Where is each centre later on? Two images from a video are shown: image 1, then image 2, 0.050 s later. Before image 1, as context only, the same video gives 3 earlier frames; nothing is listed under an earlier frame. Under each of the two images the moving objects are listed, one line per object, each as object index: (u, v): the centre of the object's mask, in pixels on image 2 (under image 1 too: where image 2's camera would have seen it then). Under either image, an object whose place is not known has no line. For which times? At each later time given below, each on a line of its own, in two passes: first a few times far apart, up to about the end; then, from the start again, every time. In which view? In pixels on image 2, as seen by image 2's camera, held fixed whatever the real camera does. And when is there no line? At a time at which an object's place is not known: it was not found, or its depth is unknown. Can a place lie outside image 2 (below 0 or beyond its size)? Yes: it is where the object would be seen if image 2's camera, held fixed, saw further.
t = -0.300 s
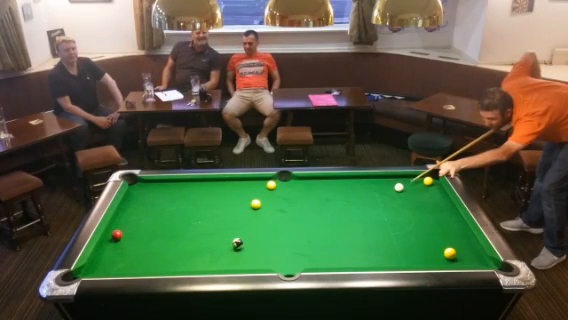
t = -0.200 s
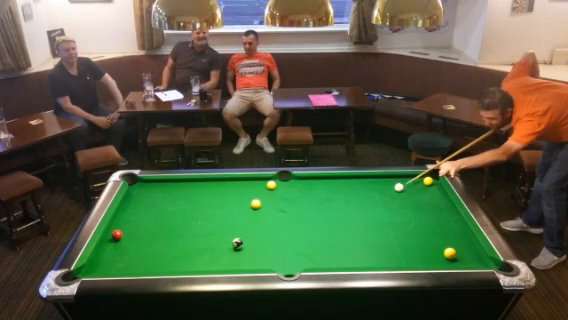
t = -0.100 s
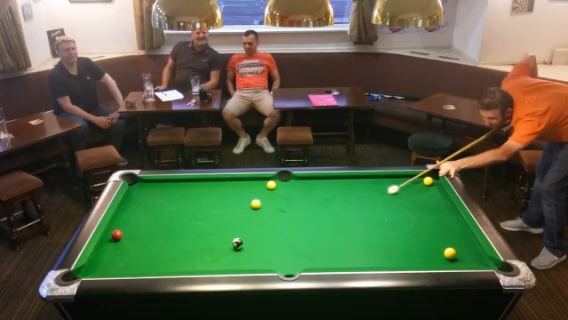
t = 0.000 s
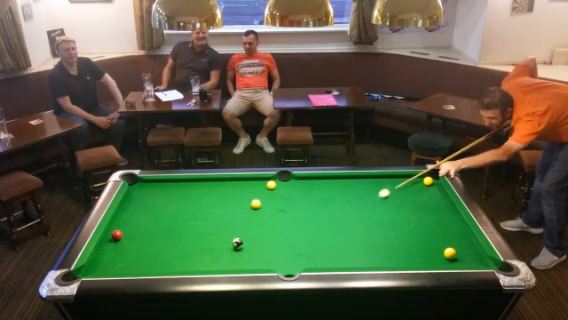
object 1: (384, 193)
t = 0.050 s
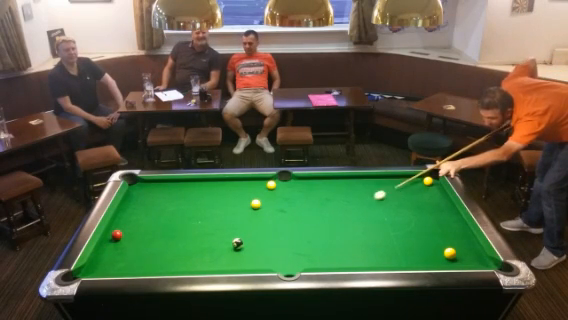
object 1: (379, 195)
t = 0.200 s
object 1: (366, 200)
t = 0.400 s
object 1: (349, 207)
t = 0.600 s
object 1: (331, 215)
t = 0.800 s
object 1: (313, 223)
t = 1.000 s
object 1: (294, 230)
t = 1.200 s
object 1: (275, 238)
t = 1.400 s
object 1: (256, 247)
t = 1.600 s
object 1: (236, 256)
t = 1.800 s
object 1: (216, 263)
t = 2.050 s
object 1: (196, 265)
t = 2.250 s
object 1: (184, 262)
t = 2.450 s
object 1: (173, 258)
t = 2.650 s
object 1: (163, 254)
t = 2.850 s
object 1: (154, 251)
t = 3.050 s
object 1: (146, 248)
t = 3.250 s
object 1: (138, 245)
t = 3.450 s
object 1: (132, 242)
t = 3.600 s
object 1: (127, 240)
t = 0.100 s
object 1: (375, 196)
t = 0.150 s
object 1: (371, 198)
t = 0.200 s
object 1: (366, 200)
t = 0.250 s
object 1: (362, 202)
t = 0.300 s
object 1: (358, 204)
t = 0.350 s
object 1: (353, 206)
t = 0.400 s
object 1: (349, 207)
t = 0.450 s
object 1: (344, 209)
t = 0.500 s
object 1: (340, 211)
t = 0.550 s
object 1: (335, 213)
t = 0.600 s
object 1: (331, 215)
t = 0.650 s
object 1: (327, 217)
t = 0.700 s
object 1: (322, 219)
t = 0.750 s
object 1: (317, 221)
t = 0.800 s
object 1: (313, 223)
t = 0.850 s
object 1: (308, 225)
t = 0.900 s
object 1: (304, 226)
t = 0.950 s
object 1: (299, 229)
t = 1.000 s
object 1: (294, 230)
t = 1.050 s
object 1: (289, 232)
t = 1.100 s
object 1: (285, 234)
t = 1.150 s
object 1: (280, 236)
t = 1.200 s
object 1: (275, 238)
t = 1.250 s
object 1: (270, 241)
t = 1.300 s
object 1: (266, 243)
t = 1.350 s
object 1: (261, 245)
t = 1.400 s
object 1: (256, 247)
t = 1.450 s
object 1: (251, 249)
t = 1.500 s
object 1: (246, 251)
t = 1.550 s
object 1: (241, 253)
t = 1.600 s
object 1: (236, 256)
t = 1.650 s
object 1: (231, 258)
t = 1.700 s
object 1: (226, 260)
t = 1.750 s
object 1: (221, 262)
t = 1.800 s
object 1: (216, 263)
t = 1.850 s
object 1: (211, 265)
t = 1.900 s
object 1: (206, 267)
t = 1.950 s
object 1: (202, 267)
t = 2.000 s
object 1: (199, 265)
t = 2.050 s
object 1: (196, 265)
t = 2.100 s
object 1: (192, 264)
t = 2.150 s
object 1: (189, 264)
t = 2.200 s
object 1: (186, 263)
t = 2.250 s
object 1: (184, 262)
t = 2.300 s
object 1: (181, 261)
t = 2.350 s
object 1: (178, 260)
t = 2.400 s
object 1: (175, 259)
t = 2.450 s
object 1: (173, 258)
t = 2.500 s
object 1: (170, 257)
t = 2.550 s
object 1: (168, 256)
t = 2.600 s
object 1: (165, 255)
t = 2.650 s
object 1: (163, 254)
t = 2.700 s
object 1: (161, 254)
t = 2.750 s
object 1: (158, 253)
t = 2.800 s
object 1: (156, 252)
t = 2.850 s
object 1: (154, 251)
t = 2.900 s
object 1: (152, 250)
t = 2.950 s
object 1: (150, 249)
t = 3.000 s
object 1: (148, 249)
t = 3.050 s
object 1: (146, 248)
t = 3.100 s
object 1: (144, 247)
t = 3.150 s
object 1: (142, 246)
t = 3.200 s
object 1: (140, 246)
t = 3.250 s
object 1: (138, 245)
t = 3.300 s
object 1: (137, 244)
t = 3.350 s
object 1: (135, 243)
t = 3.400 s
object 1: (133, 243)
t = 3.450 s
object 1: (132, 242)
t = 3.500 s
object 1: (130, 241)
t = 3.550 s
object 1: (129, 241)
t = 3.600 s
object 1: (127, 240)
